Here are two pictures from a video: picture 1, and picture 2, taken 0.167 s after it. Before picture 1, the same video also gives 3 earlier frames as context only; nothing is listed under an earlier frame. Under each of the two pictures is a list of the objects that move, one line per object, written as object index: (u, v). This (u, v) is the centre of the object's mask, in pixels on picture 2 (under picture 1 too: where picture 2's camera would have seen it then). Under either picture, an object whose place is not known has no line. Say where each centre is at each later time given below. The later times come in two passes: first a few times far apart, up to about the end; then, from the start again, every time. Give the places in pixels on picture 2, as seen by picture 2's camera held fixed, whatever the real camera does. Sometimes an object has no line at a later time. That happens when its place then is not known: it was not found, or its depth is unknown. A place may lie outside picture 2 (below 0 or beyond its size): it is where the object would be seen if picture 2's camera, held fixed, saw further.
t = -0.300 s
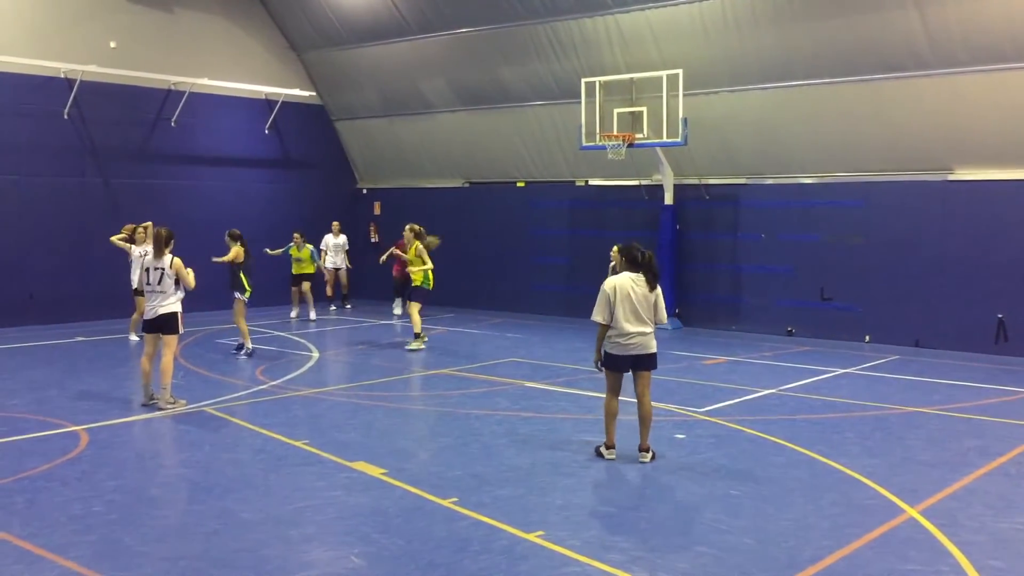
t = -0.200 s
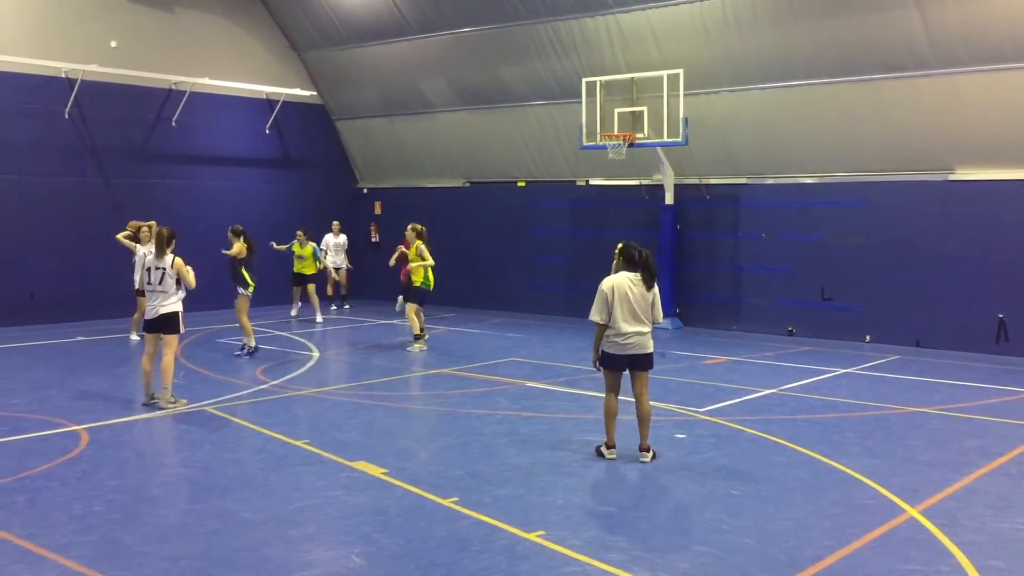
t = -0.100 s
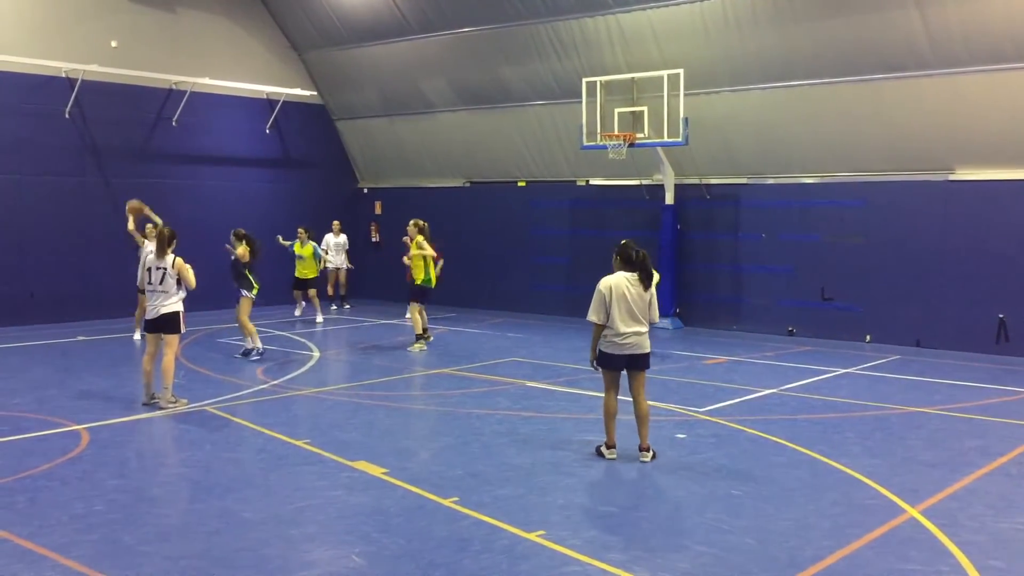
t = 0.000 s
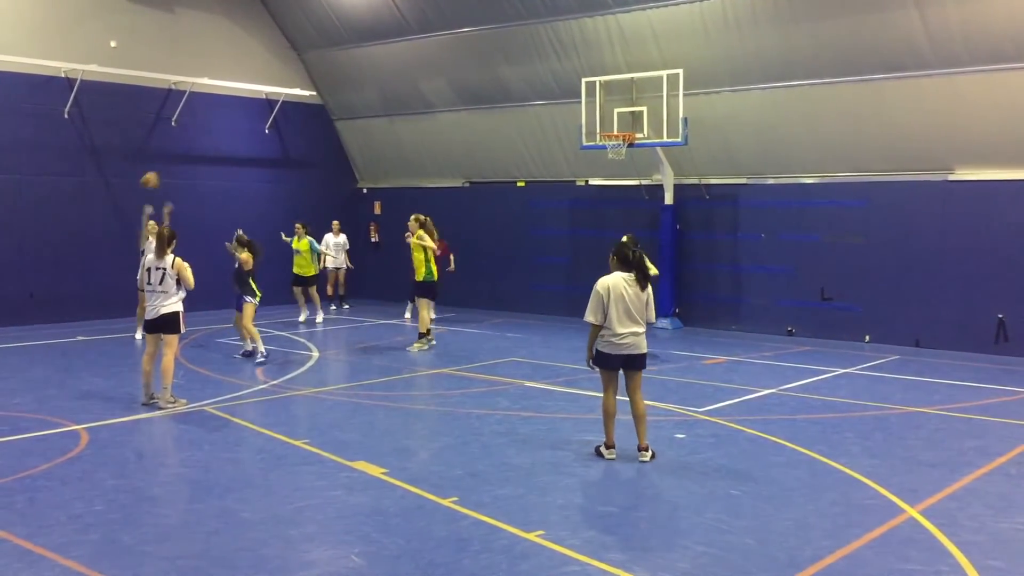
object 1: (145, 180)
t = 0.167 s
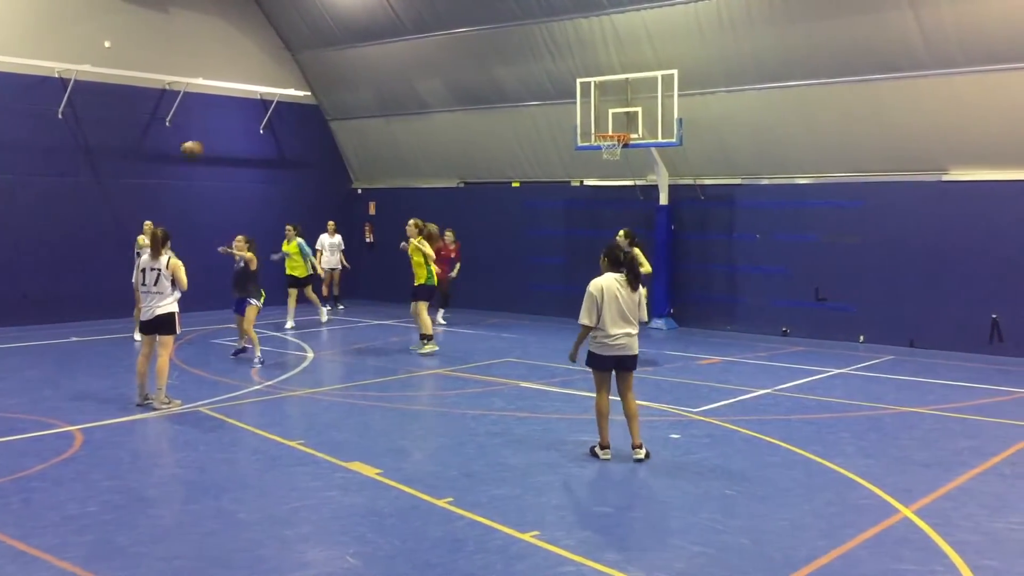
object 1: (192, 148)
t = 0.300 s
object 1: (237, 135)
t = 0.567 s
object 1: (345, 151)
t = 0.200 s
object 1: (203, 144)
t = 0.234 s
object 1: (214, 140)
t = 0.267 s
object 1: (225, 137)
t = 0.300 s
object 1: (237, 135)
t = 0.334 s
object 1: (249, 134)
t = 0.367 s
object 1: (262, 133)
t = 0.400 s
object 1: (273, 134)
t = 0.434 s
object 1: (287, 135)
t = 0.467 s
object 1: (301, 137)
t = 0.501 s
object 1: (315, 141)
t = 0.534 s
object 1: (330, 146)
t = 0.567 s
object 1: (345, 151)
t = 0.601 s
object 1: (359, 160)
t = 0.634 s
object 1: (376, 168)
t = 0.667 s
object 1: (393, 178)
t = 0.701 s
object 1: (411, 188)
